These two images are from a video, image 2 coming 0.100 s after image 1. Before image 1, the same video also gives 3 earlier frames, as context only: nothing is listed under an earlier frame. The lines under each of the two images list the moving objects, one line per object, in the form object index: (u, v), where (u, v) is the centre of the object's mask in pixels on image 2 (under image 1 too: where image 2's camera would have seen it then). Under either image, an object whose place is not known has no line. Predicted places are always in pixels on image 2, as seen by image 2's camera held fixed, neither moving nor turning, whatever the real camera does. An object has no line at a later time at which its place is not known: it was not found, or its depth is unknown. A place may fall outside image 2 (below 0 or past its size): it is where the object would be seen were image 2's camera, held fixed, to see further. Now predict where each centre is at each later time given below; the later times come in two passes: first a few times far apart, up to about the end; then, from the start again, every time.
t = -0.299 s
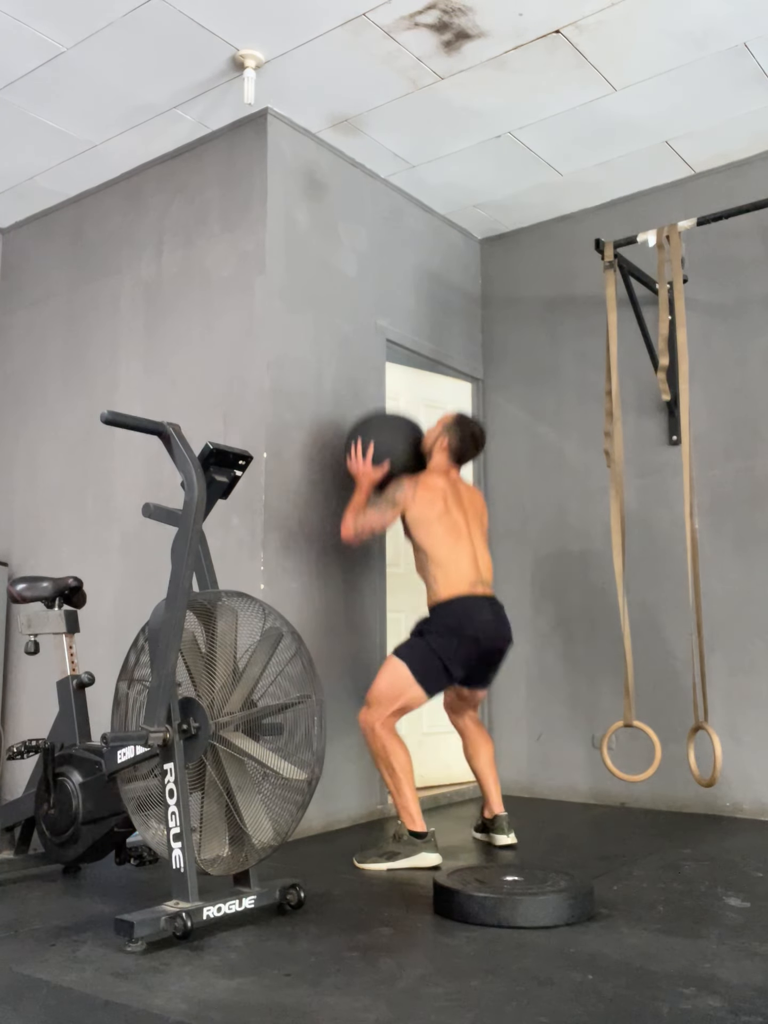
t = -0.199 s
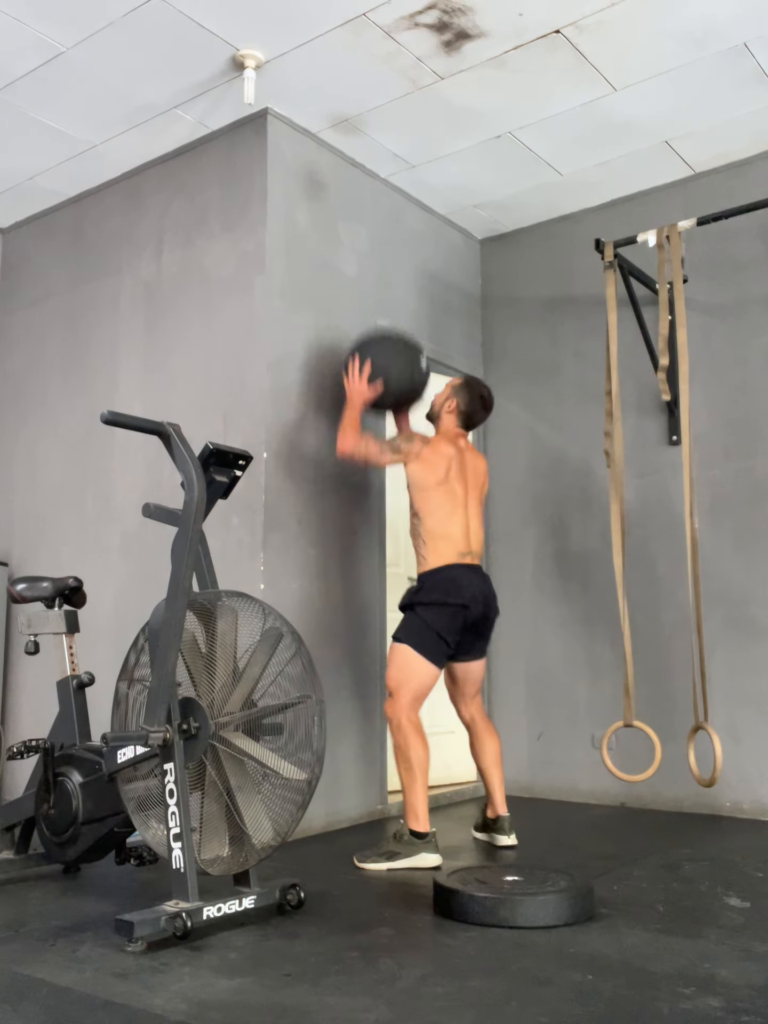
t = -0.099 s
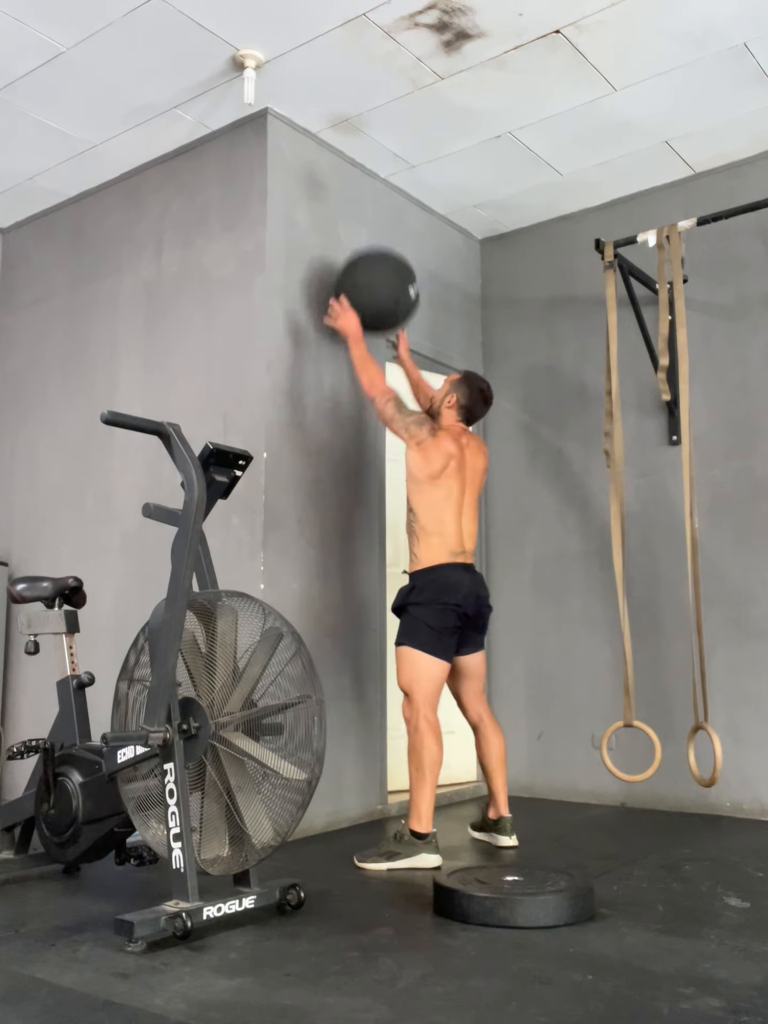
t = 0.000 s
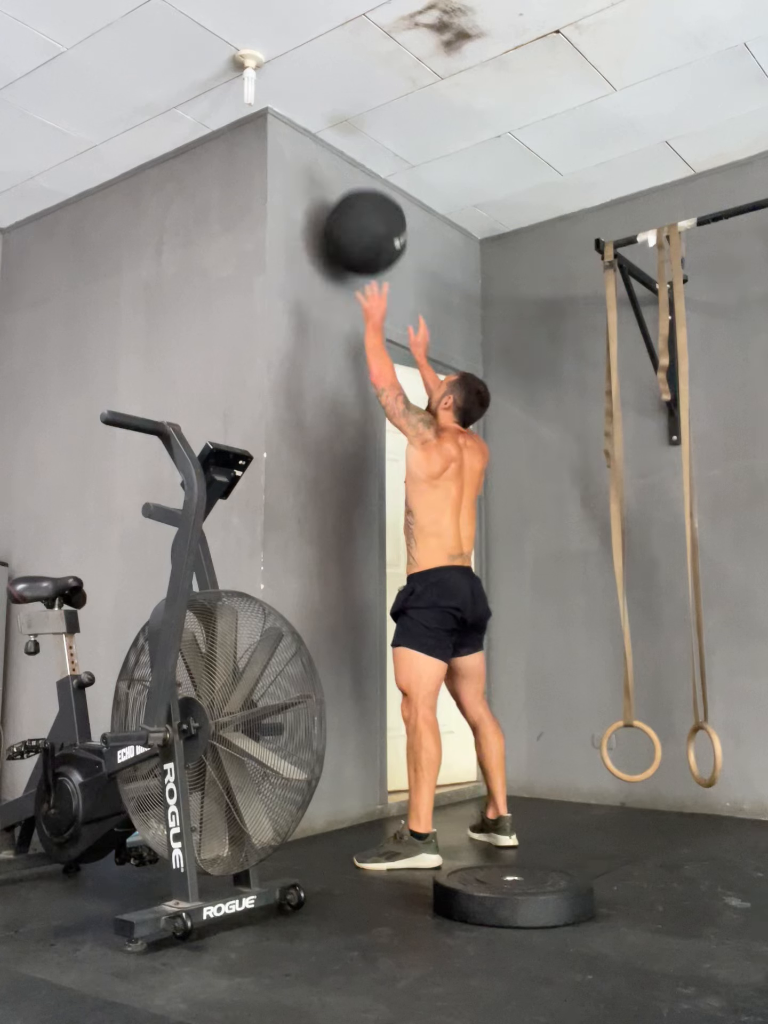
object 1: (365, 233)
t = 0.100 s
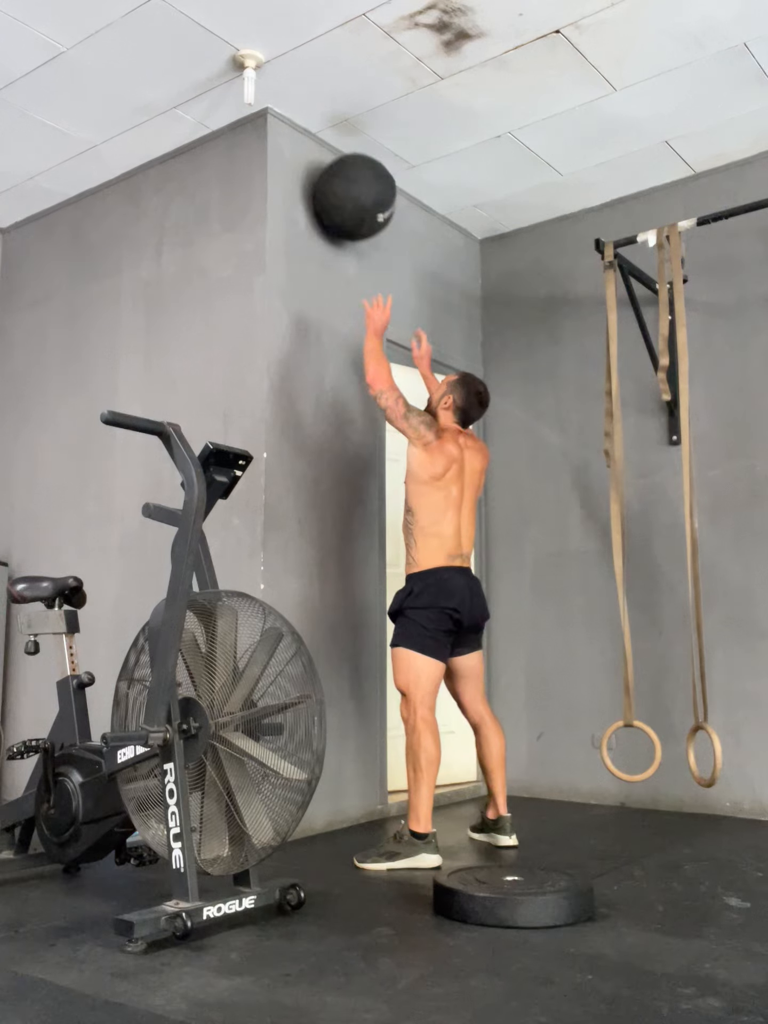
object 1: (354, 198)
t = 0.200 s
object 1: (354, 185)
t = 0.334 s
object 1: (365, 202)
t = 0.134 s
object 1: (351, 191)
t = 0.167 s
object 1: (352, 187)
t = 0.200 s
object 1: (354, 185)
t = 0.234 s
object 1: (357, 186)
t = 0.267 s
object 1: (359, 189)
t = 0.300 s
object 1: (362, 194)
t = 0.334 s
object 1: (365, 202)
